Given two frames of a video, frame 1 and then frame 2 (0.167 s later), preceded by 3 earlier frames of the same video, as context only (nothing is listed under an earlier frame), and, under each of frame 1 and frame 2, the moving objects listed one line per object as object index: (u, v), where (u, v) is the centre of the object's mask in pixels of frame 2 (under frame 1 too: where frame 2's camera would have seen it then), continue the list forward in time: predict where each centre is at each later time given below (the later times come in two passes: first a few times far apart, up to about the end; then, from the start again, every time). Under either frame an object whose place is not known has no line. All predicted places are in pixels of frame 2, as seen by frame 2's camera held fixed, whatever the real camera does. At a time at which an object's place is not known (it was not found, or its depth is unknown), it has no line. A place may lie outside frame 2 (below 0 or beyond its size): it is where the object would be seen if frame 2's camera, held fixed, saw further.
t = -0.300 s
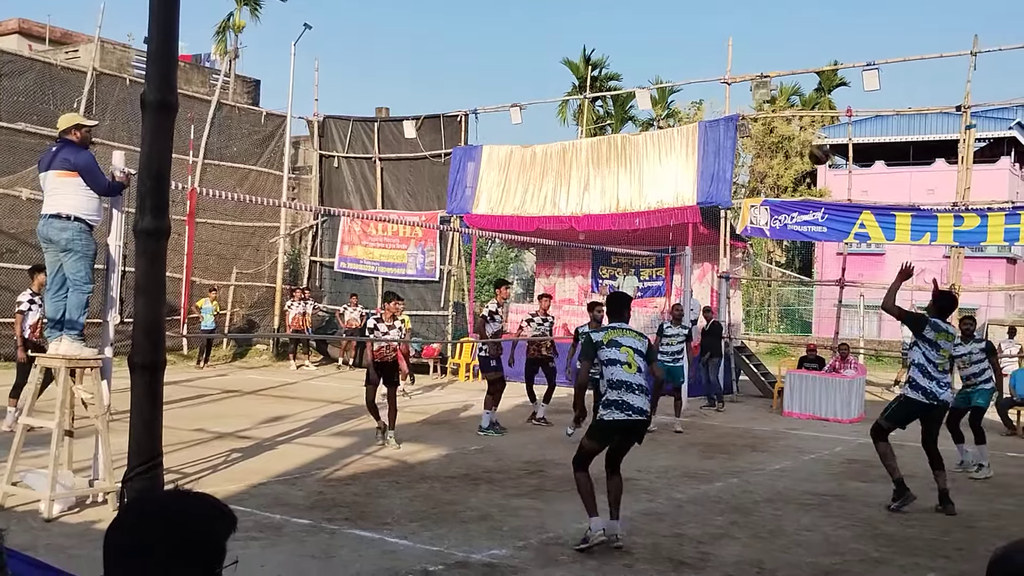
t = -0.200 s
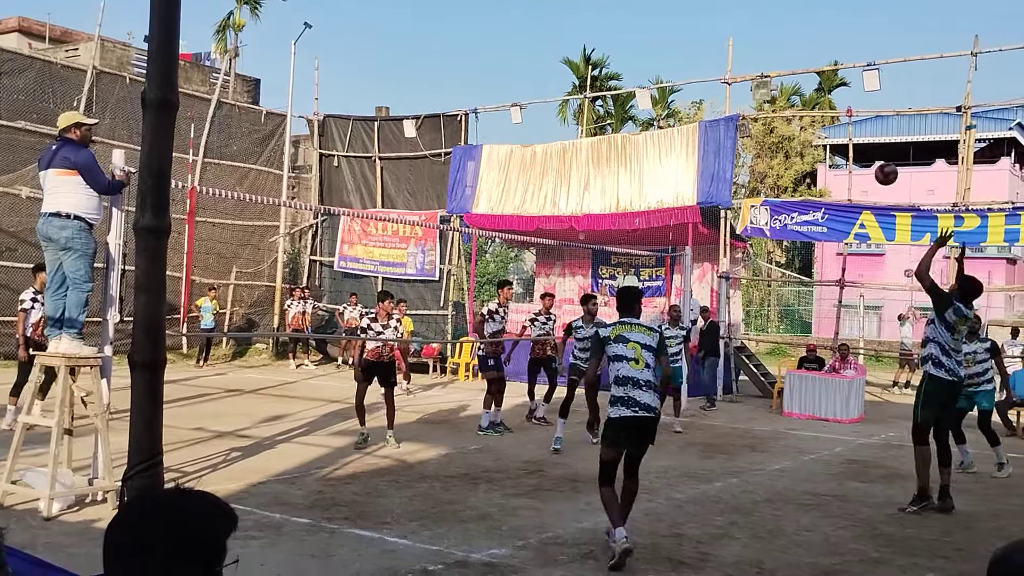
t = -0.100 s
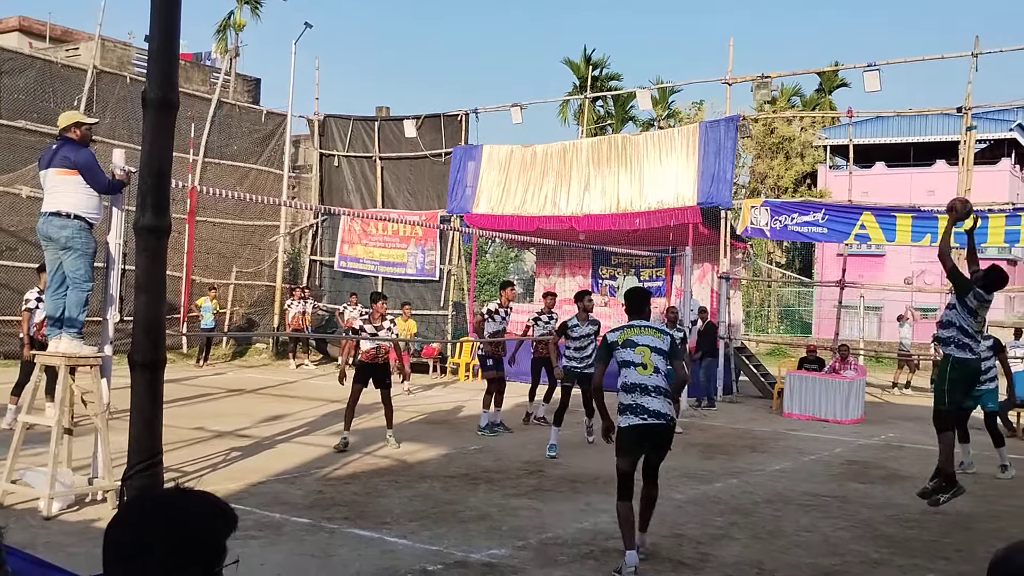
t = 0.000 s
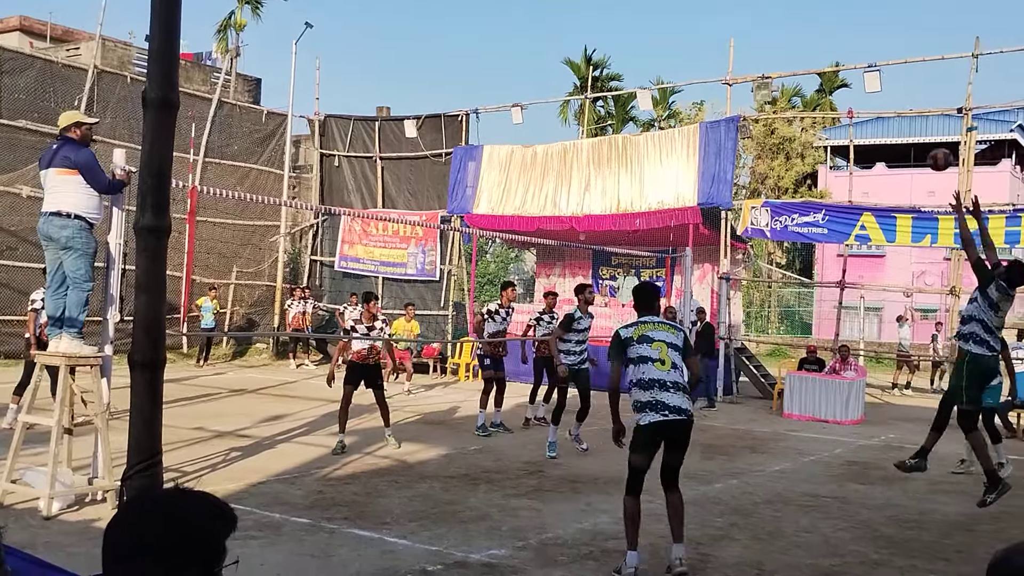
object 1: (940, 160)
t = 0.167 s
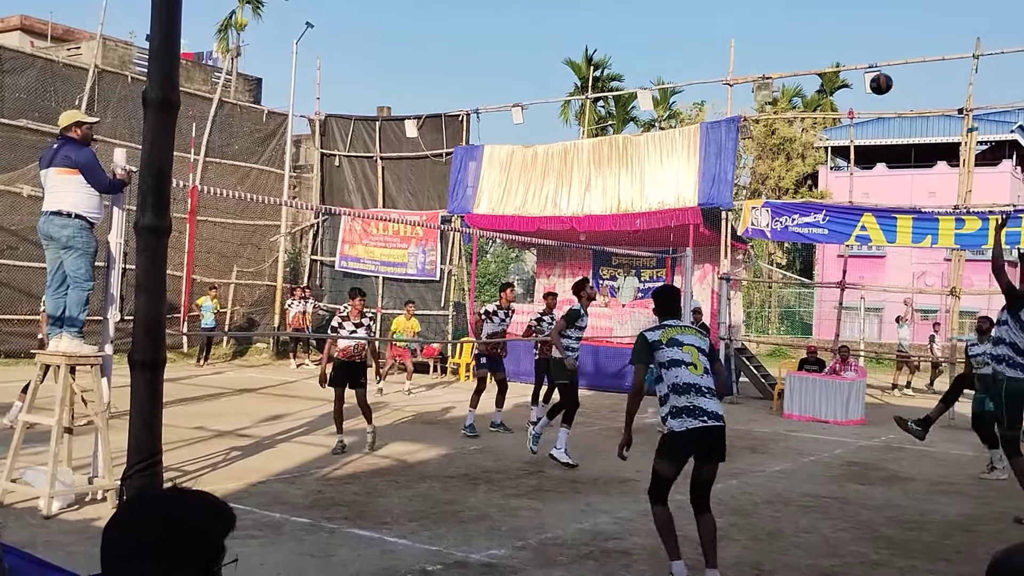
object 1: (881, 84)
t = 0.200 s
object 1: (870, 73)
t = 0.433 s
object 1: (801, 35)
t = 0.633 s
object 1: (750, 45)
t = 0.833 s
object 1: (706, 85)
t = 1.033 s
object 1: (667, 149)
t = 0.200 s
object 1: (870, 73)
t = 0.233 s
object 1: (859, 64)
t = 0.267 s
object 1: (849, 56)
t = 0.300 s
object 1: (839, 50)
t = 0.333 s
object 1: (829, 45)
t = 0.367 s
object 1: (820, 40)
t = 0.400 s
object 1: (810, 37)
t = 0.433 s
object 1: (801, 35)
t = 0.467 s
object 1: (792, 34)
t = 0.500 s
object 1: (783, 34)
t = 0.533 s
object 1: (775, 35)
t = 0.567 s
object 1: (766, 37)
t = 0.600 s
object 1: (758, 41)
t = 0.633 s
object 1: (750, 45)
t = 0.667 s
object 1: (742, 49)
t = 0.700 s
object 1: (734, 55)
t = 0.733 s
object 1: (727, 61)
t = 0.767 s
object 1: (720, 68)
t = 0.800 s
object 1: (712, 76)
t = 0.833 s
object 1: (706, 85)
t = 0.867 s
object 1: (699, 94)
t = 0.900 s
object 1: (692, 104)
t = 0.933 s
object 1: (686, 114)
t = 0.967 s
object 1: (679, 126)
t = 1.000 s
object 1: (673, 137)
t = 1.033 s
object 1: (667, 149)
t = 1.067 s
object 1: (660, 162)
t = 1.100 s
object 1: (654, 176)
